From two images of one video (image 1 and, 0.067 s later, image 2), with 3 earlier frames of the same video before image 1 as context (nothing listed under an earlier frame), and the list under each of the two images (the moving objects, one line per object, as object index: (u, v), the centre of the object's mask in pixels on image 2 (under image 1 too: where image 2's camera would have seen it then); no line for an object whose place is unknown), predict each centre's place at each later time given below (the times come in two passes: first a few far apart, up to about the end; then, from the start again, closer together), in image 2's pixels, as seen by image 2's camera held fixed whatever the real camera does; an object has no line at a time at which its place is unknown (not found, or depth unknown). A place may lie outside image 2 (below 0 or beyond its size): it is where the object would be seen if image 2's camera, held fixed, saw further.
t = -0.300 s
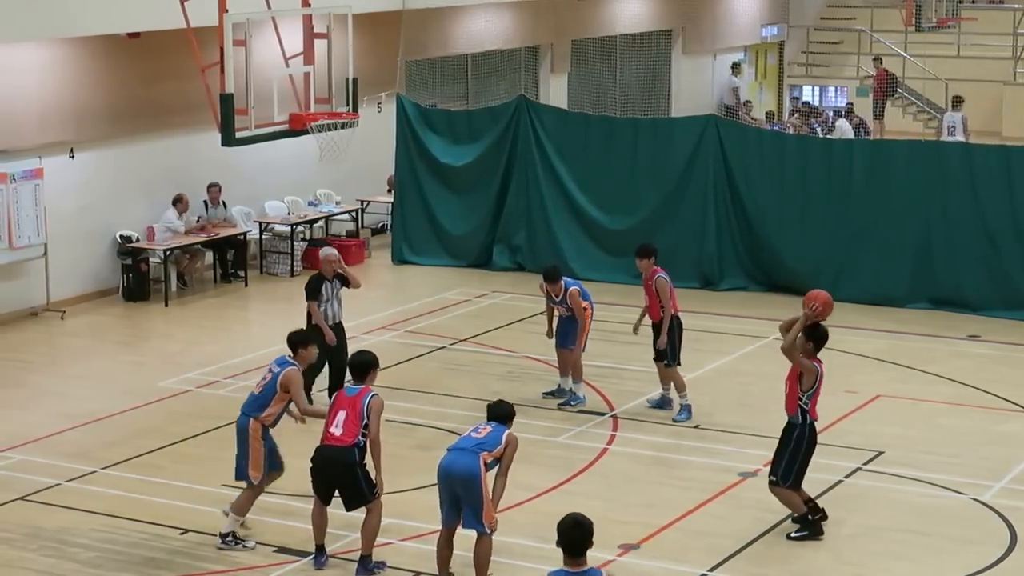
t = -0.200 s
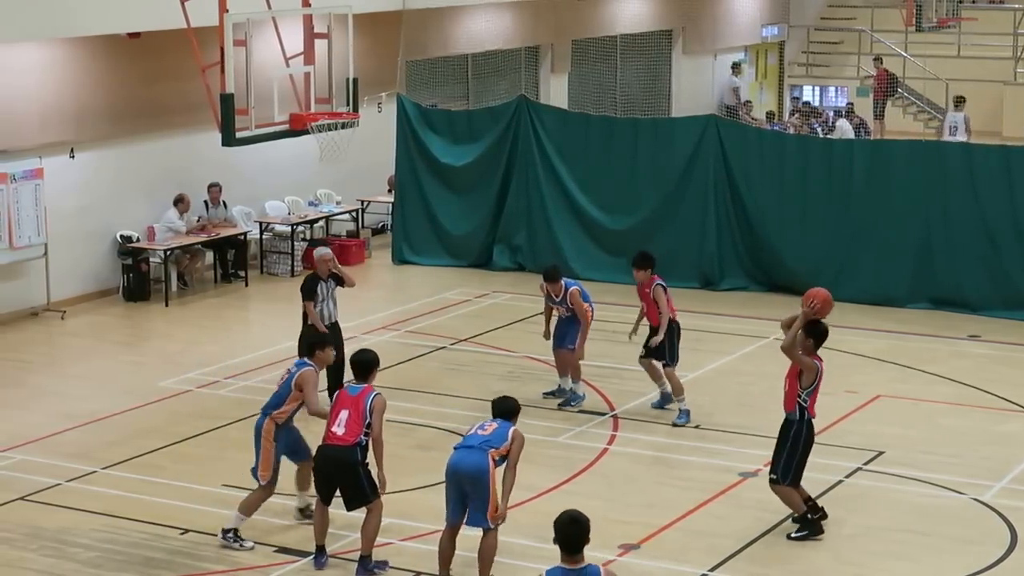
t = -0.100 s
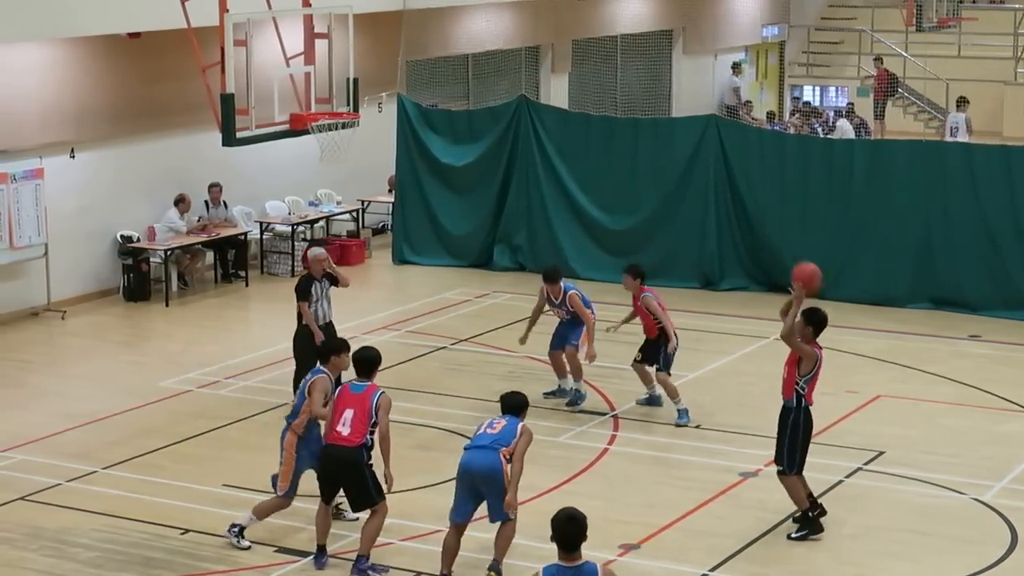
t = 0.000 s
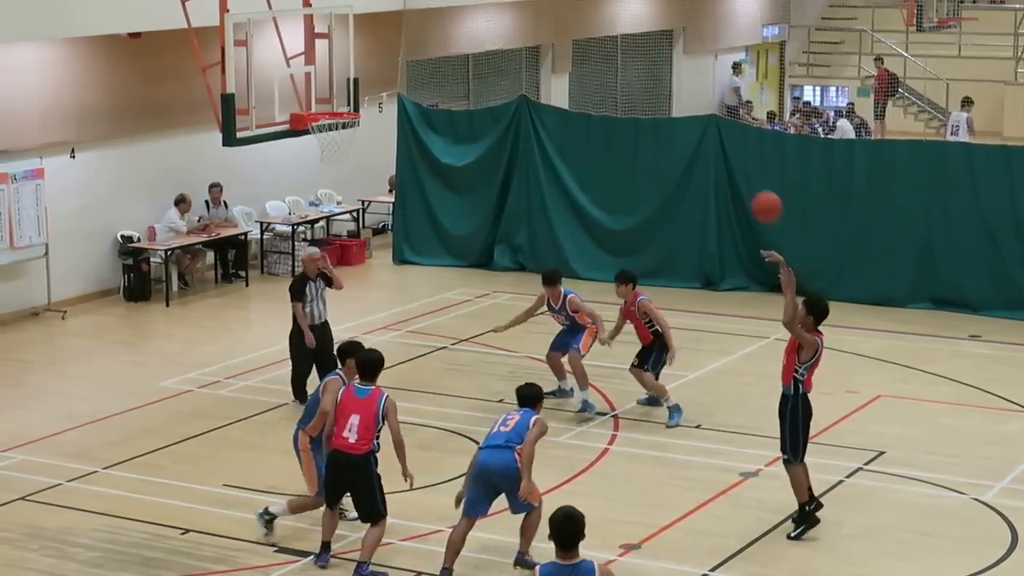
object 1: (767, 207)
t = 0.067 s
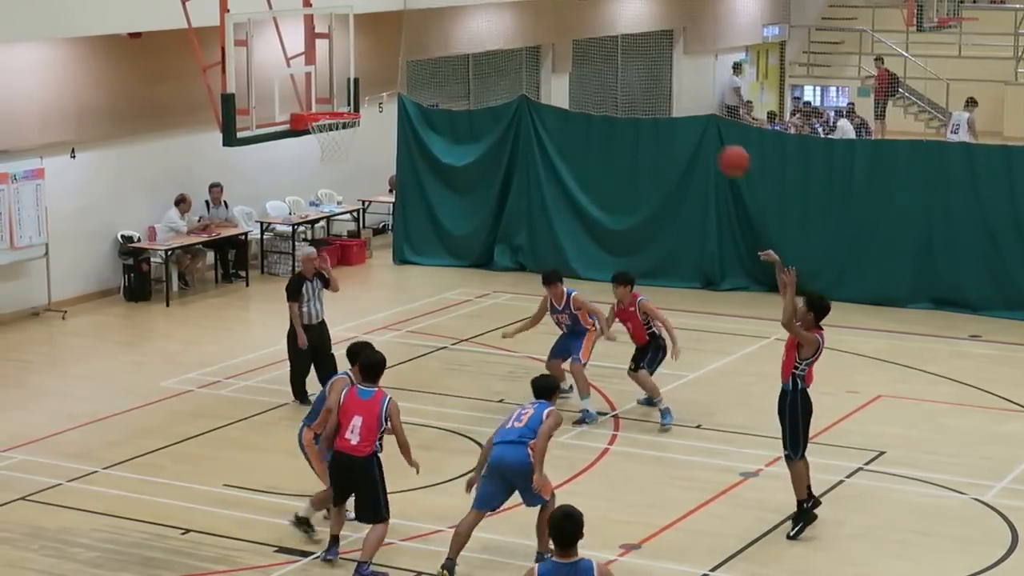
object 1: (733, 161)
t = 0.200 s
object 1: (669, 86)
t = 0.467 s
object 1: (545, 10)
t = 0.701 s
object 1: (442, 11)
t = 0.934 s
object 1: (348, 76)
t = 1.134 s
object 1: (296, 74)
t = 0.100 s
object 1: (717, 140)
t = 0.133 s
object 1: (701, 120)
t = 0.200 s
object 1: (669, 86)
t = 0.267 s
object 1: (638, 57)
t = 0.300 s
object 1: (623, 45)
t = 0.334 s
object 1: (607, 35)
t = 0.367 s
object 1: (591, 27)
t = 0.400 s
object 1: (575, 18)
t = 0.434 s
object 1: (560, 13)
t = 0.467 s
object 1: (545, 10)
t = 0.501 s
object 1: (530, 8)
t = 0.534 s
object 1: (514, 7)
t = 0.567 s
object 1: (500, 6)
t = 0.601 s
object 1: (486, 7)
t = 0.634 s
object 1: (471, 7)
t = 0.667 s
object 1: (456, 9)
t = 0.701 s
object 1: (442, 11)
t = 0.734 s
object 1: (428, 16)
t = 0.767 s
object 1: (415, 24)
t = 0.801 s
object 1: (401, 31)
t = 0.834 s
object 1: (387, 40)
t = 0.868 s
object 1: (374, 51)
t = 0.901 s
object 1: (361, 63)
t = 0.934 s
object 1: (348, 76)
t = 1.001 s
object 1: (322, 105)
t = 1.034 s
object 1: (316, 98)
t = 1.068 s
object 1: (309, 88)
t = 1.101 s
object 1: (302, 80)
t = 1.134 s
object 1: (296, 74)
